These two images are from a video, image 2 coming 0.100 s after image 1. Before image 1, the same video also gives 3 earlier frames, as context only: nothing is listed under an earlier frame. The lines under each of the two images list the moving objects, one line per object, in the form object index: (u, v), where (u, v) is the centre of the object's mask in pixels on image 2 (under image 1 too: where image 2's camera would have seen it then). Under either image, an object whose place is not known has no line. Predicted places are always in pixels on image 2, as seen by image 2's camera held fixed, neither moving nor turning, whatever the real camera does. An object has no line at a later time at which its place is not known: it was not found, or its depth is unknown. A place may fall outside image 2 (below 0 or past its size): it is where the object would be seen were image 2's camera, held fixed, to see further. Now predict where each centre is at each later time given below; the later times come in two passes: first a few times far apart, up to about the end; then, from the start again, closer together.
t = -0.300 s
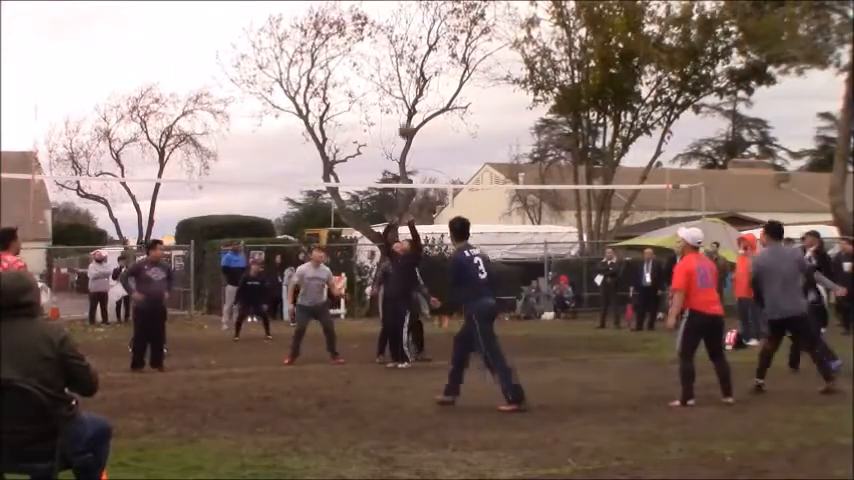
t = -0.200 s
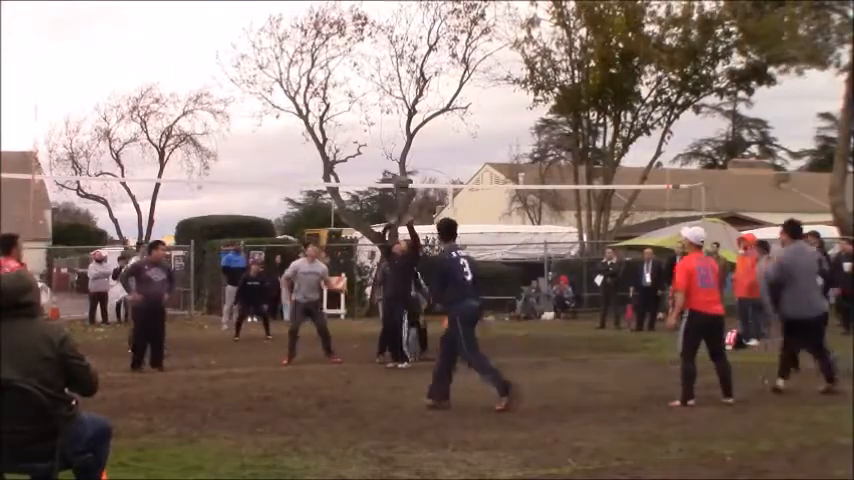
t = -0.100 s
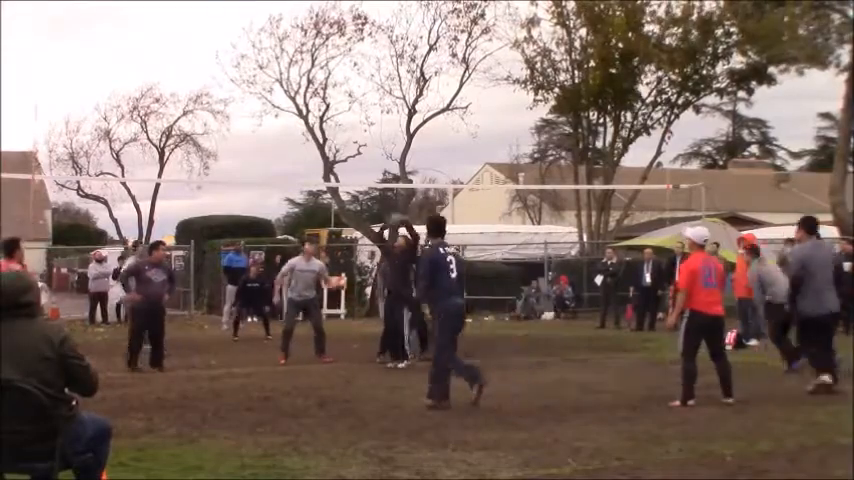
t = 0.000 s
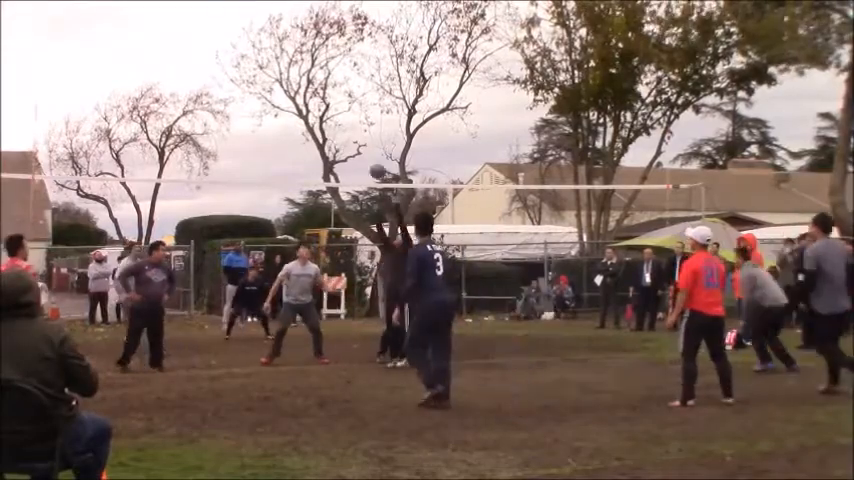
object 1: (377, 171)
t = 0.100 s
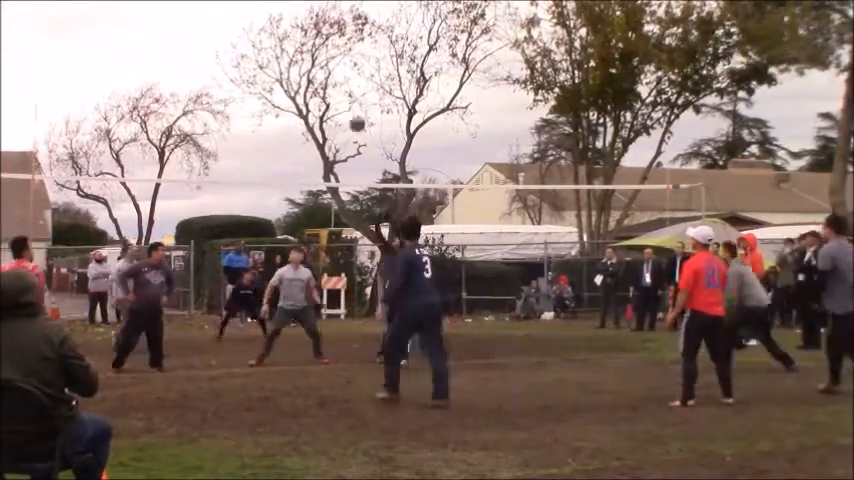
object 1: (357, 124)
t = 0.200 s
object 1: (336, 84)
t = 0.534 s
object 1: (266, 6)
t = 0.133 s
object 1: (350, 110)
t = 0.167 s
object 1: (343, 97)
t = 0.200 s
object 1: (336, 84)
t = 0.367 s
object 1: (301, 35)
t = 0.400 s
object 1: (294, 27)
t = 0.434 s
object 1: (286, 20)
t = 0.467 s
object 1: (279, 15)
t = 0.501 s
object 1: (272, 10)
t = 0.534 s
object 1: (266, 6)
